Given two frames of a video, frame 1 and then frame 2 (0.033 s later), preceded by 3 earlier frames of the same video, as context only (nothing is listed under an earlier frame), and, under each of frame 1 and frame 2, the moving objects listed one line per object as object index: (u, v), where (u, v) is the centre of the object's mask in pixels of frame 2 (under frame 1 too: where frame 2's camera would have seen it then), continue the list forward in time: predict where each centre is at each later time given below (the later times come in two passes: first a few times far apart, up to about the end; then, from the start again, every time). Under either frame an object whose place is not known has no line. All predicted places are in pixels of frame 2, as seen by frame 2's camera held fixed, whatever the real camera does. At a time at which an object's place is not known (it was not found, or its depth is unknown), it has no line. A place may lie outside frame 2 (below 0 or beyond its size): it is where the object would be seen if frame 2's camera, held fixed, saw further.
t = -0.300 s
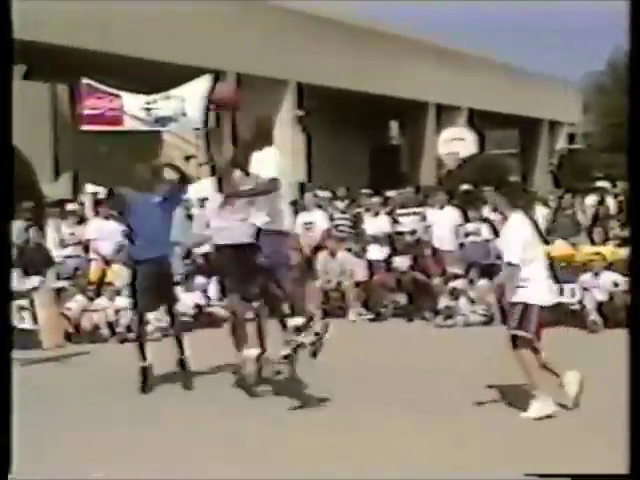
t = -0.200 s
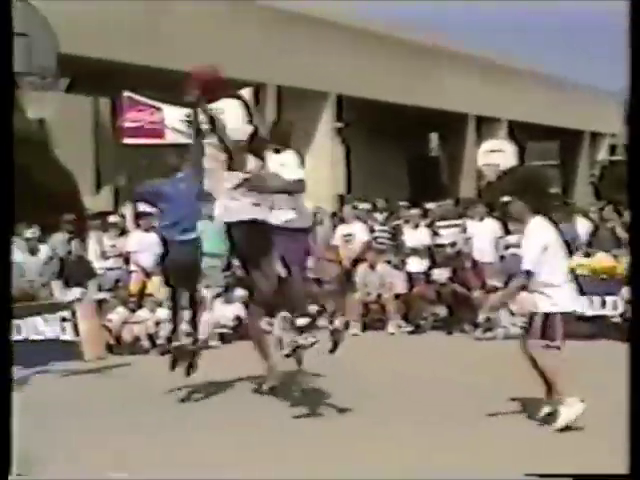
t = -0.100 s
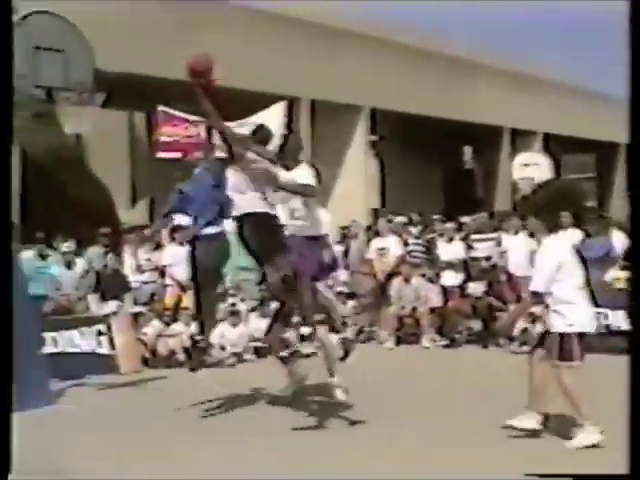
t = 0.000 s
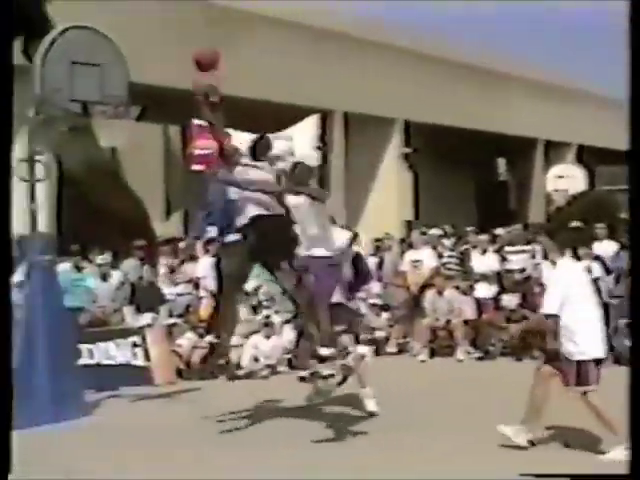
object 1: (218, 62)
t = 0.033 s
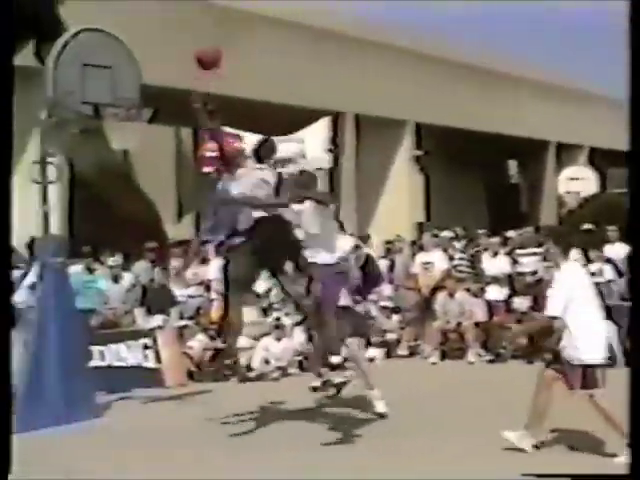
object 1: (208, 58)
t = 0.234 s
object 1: (150, 59)
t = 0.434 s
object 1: (92, 109)
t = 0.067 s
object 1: (199, 55)
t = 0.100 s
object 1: (190, 53)
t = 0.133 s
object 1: (180, 53)
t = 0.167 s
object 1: (170, 52)
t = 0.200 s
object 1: (161, 56)
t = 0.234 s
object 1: (150, 59)
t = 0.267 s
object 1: (142, 63)
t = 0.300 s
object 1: (134, 70)
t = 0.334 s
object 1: (124, 76)
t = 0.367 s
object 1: (115, 86)
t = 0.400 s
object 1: (105, 96)
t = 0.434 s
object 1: (92, 109)
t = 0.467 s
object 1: (84, 116)
